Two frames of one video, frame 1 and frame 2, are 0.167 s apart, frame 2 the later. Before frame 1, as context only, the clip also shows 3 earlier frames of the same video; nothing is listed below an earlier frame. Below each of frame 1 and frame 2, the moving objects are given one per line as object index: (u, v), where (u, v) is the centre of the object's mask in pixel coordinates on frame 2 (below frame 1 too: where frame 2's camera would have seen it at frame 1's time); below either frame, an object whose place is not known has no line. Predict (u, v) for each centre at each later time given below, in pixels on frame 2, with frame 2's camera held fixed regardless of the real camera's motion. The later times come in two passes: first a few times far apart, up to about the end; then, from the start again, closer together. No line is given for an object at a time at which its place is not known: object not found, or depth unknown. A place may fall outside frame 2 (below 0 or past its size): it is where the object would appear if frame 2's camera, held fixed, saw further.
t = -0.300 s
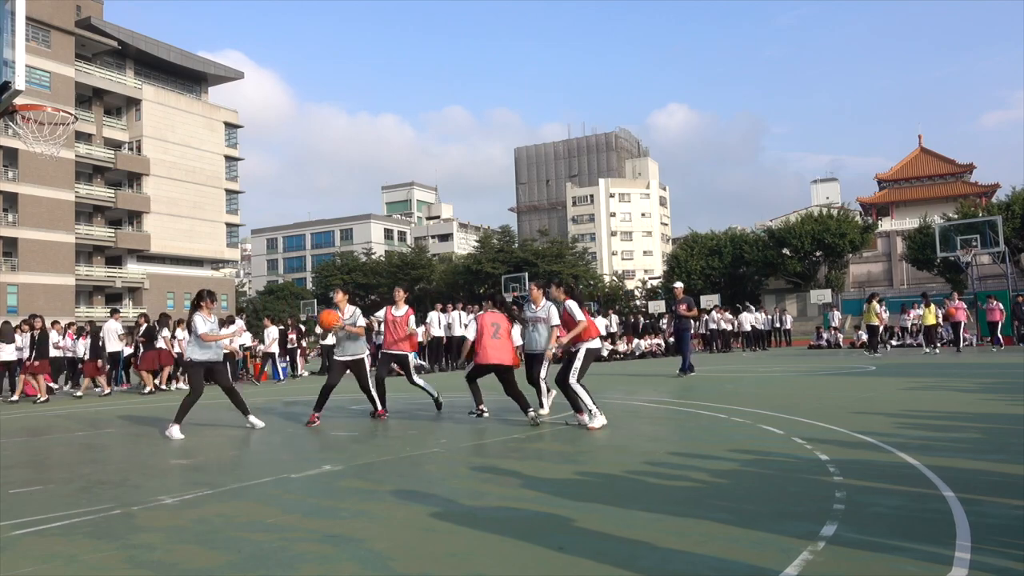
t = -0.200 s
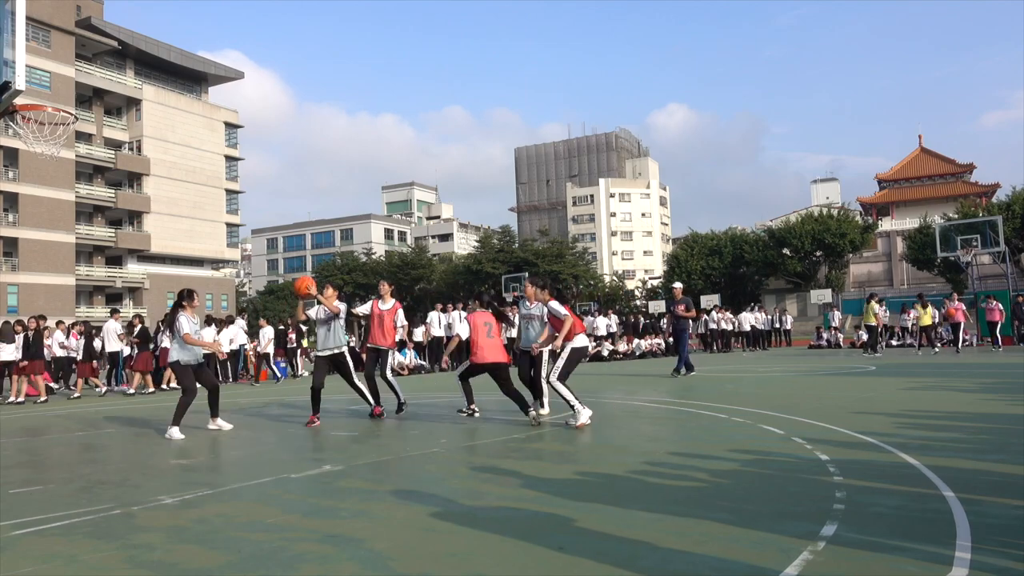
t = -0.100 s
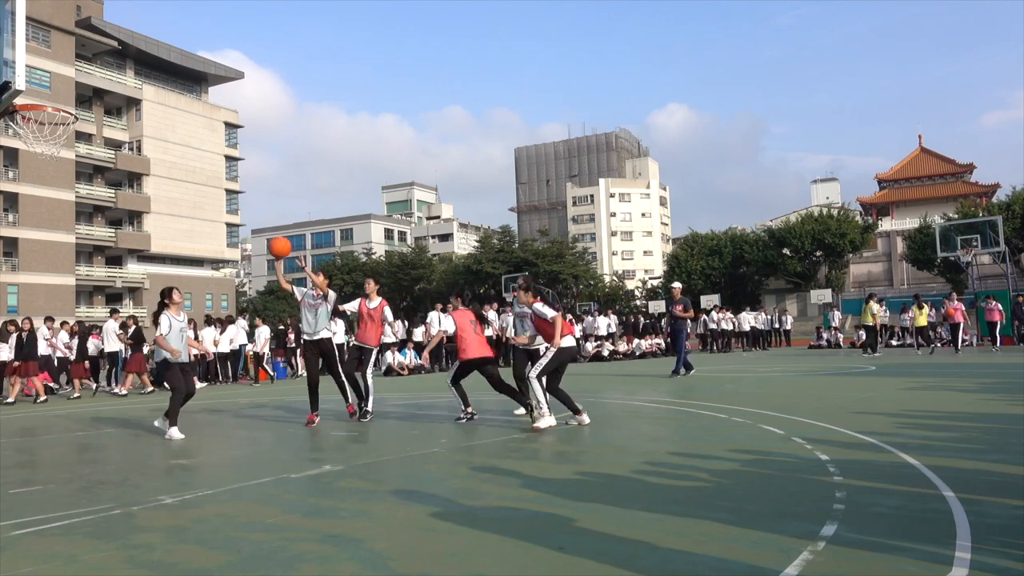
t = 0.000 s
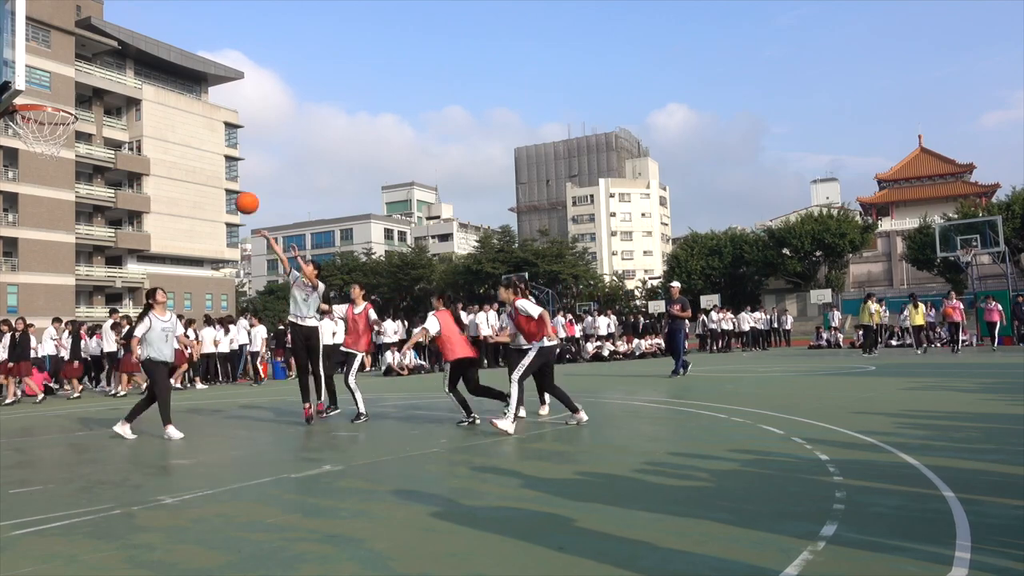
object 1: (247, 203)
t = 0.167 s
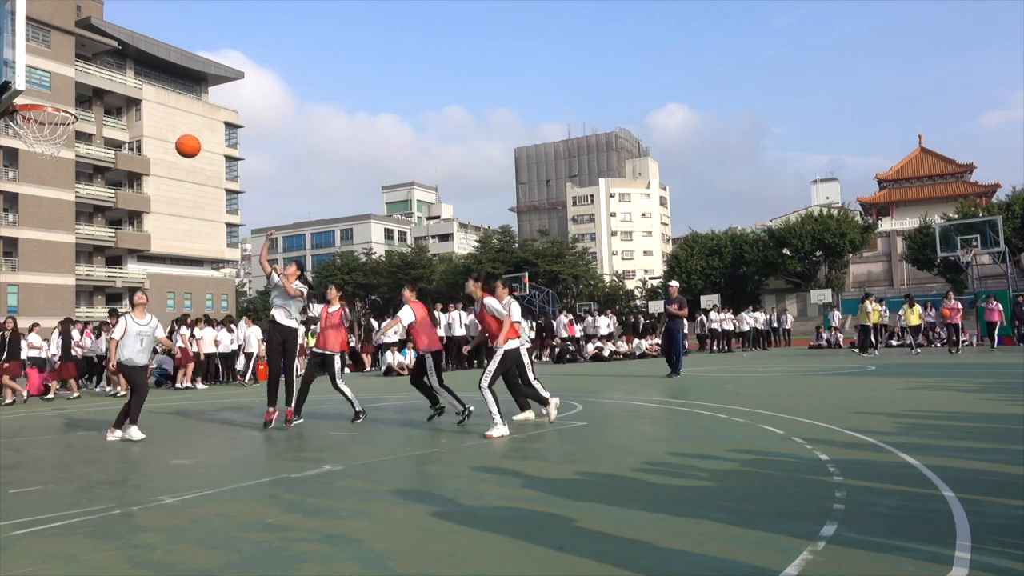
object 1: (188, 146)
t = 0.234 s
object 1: (163, 130)
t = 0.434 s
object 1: (84, 104)
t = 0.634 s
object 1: (20, 106)
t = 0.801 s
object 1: (8, 123)
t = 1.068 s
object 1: (56, 193)
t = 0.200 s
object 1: (176, 137)
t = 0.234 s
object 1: (163, 130)
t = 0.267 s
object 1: (151, 123)
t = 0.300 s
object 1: (137, 117)
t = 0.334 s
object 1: (125, 112)
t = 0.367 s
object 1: (111, 109)
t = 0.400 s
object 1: (98, 106)
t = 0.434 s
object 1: (84, 104)
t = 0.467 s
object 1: (71, 104)
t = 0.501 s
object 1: (57, 105)
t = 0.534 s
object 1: (43, 107)
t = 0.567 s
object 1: (29, 108)
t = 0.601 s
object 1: (23, 104)
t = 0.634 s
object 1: (20, 106)
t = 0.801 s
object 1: (8, 123)
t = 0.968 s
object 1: (40, 159)
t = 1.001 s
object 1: (46, 169)
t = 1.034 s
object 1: (51, 181)
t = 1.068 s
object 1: (56, 193)
